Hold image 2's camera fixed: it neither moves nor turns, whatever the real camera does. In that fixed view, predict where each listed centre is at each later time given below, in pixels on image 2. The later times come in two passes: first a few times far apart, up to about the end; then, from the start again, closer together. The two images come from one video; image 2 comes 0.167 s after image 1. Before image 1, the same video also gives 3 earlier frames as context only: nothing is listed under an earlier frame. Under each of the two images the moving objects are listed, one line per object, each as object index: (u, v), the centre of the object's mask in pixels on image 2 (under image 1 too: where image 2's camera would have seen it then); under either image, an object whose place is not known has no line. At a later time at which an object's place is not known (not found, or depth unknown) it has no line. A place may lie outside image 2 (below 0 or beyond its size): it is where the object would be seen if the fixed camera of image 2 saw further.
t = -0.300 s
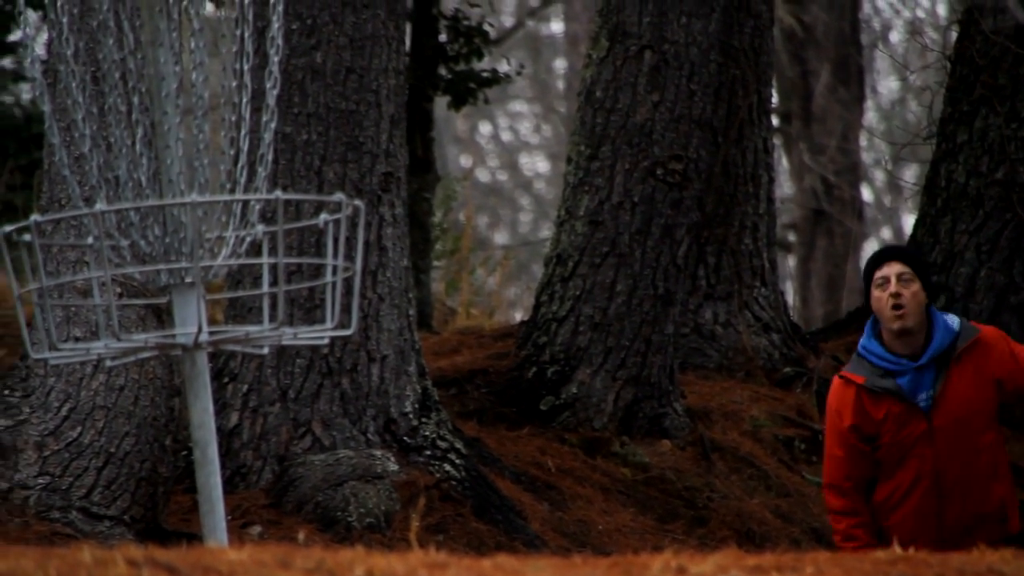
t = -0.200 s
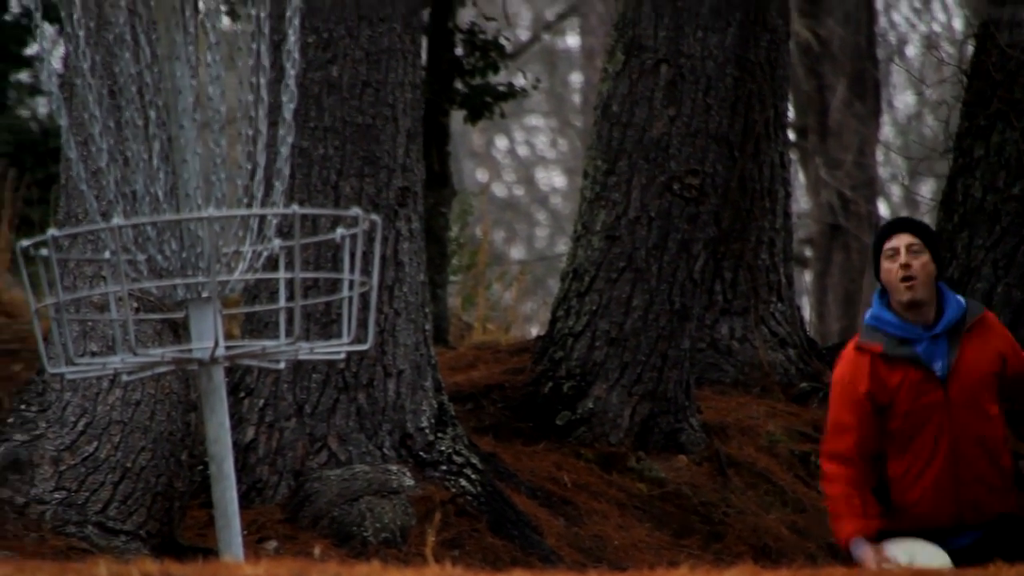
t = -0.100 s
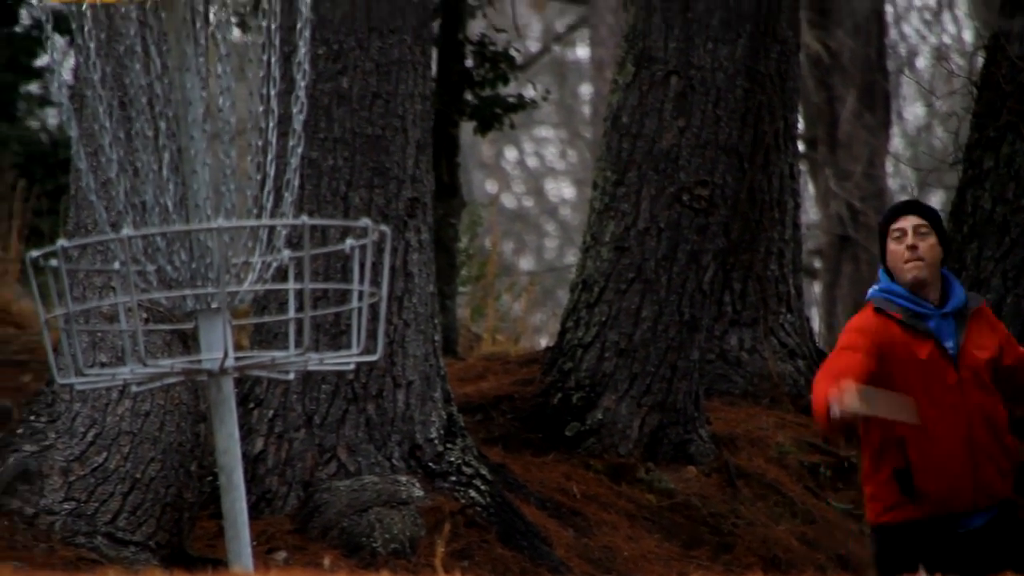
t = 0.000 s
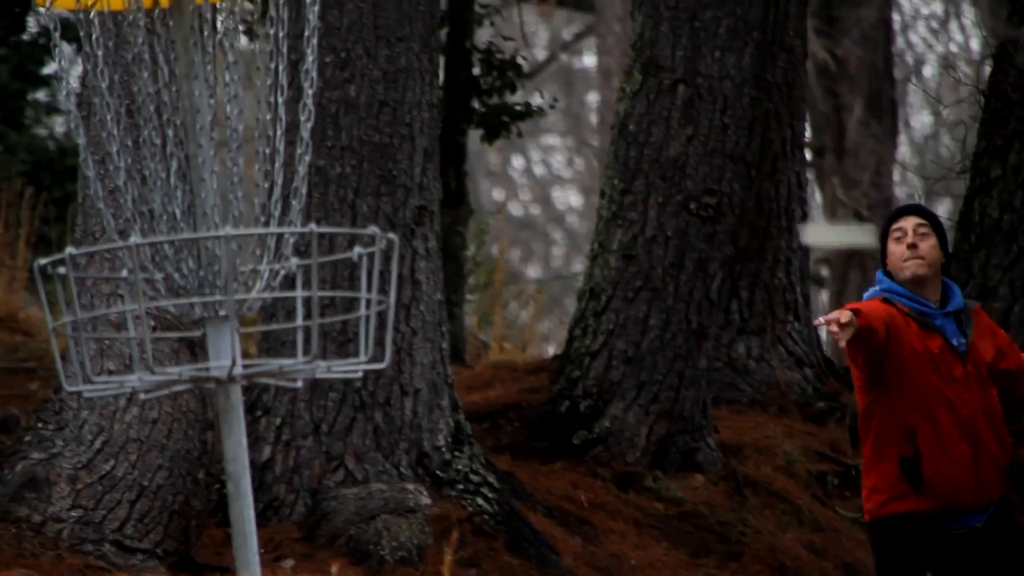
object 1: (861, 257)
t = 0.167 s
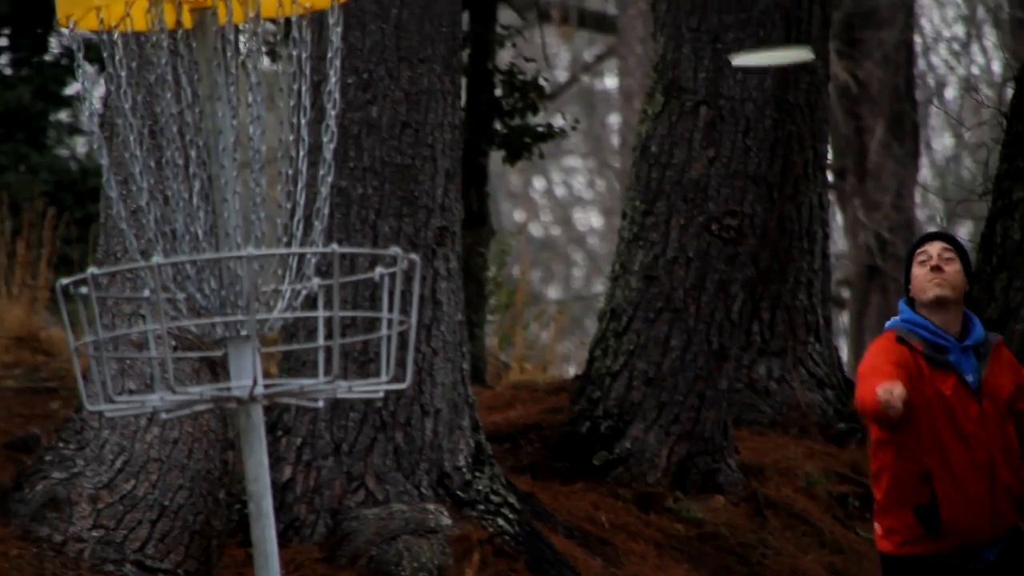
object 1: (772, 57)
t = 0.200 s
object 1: (752, 31)
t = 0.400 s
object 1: (641, -17)
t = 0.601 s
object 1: (525, 80)
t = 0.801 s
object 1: (407, 277)
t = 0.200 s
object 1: (752, 31)
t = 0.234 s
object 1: (734, 12)
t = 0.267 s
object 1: (718, -3)
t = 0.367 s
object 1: (647, -15)
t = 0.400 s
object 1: (641, -17)
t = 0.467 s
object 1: (601, 0)
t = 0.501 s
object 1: (584, 15)
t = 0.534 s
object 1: (567, 35)
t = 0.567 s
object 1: (545, 57)
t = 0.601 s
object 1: (525, 80)
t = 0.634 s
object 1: (507, 110)
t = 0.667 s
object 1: (487, 137)
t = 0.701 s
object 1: (468, 168)
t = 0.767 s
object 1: (428, 237)
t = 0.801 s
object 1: (407, 277)
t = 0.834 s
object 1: (389, 316)
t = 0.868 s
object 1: (370, 360)
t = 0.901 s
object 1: (365, 410)
